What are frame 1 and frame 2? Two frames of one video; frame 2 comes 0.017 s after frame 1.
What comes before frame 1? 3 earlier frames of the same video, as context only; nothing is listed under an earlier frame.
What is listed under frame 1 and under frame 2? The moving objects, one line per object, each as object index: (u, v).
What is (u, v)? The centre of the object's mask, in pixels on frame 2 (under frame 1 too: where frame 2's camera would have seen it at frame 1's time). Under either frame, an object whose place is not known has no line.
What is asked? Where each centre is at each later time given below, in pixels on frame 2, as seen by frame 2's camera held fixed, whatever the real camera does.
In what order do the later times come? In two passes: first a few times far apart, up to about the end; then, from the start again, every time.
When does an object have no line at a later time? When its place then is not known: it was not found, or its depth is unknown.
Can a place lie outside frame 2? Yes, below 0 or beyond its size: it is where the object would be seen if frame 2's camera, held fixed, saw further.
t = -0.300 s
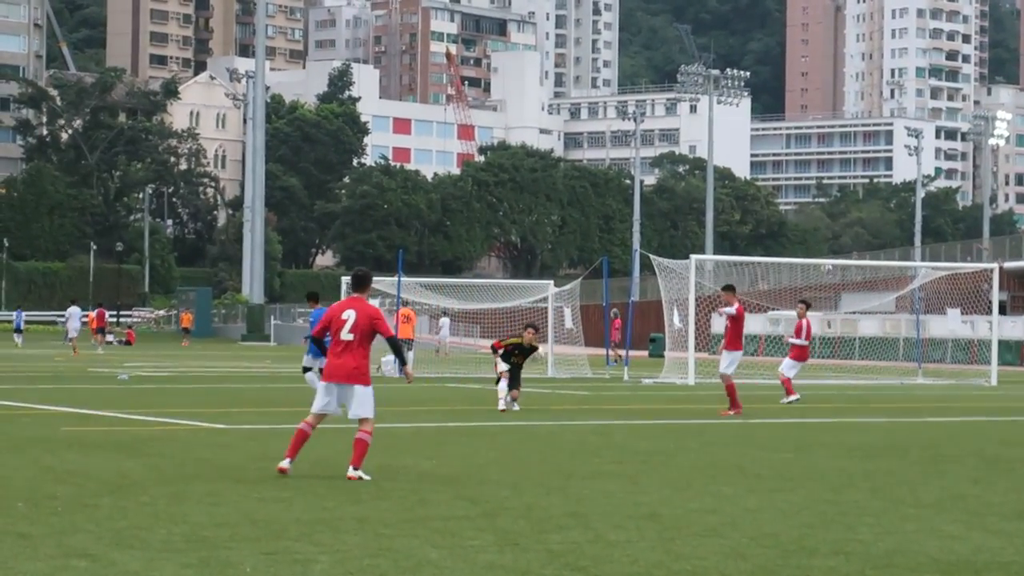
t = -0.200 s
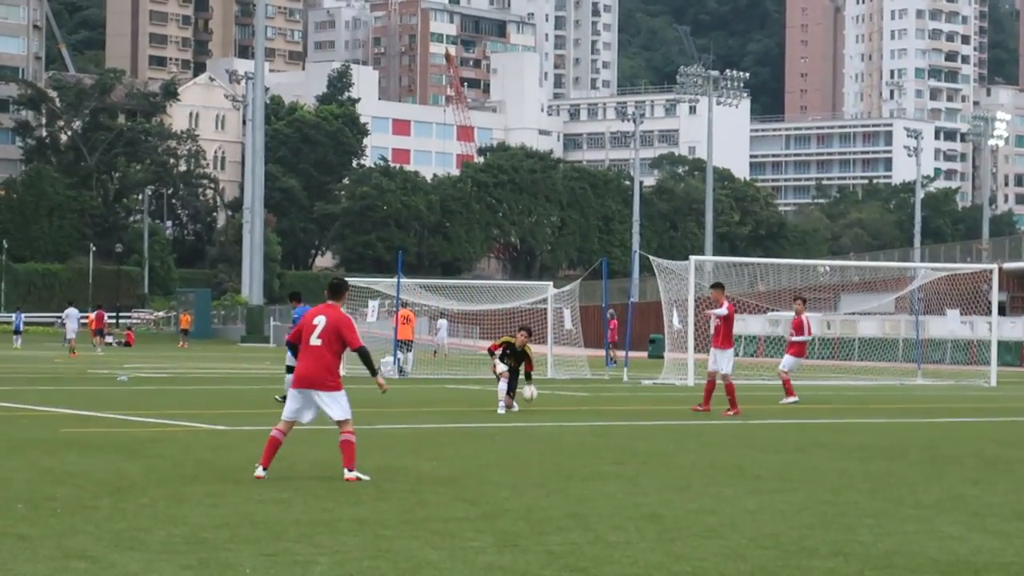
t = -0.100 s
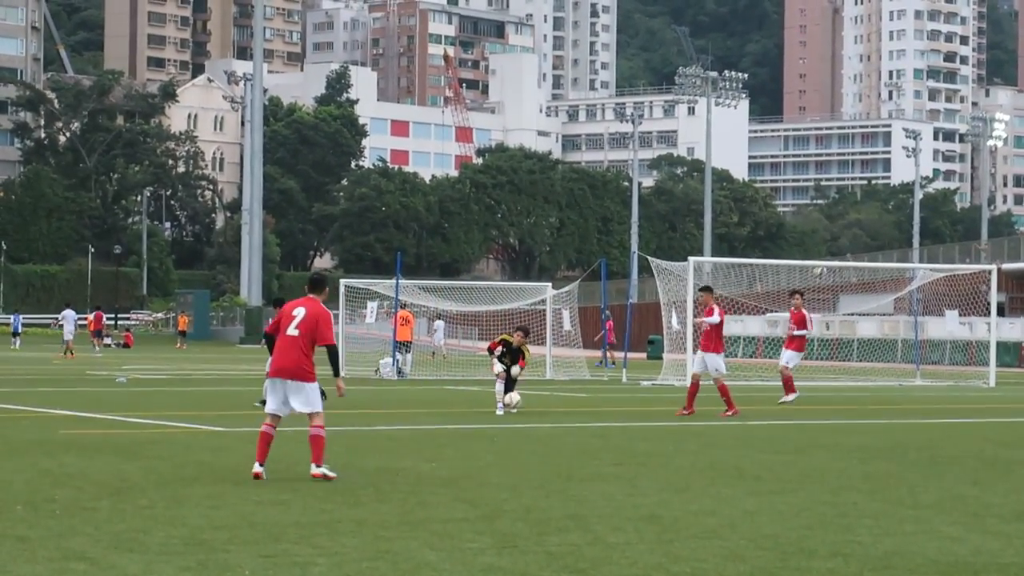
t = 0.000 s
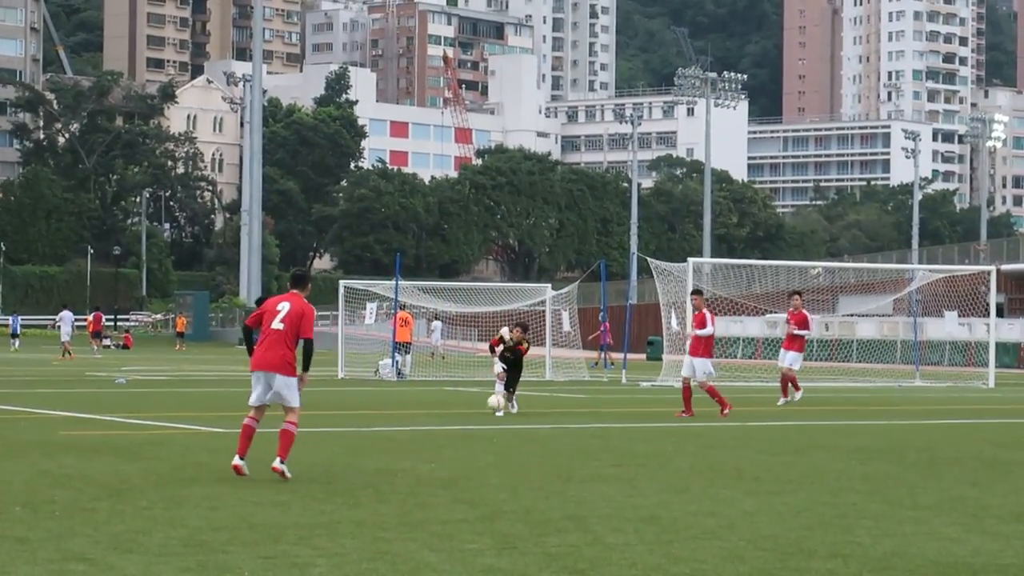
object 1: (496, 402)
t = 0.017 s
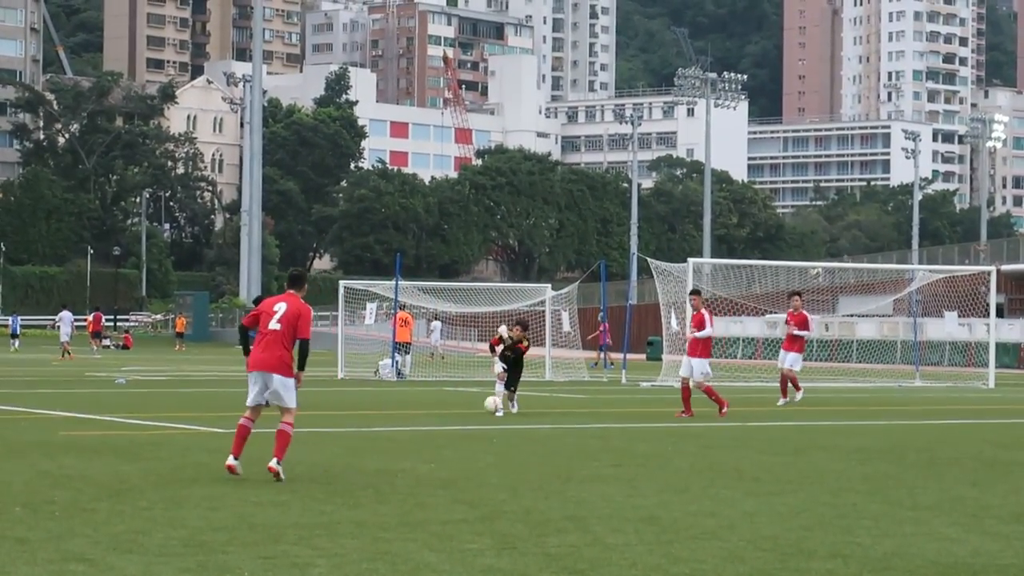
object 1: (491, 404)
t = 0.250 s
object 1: (455, 414)
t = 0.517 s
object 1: (419, 424)
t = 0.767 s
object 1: (385, 435)
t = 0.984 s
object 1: (354, 439)
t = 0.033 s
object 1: (489, 405)
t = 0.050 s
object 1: (487, 408)
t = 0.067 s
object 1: (484, 409)
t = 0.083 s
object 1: (480, 412)
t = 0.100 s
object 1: (477, 415)
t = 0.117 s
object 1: (474, 418)
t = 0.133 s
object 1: (472, 417)
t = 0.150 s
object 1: (470, 416)
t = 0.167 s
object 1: (467, 415)
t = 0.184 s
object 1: (465, 414)
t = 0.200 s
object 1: (463, 413)
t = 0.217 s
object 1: (460, 414)
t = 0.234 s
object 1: (457, 414)
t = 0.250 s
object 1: (455, 414)
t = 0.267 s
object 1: (453, 415)
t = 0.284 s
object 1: (450, 415)
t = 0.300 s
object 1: (448, 418)
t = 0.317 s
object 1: (445, 420)
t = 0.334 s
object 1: (442, 422)
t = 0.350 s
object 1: (440, 424)
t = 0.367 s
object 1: (437, 426)
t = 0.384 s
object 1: (435, 427)
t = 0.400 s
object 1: (434, 425)
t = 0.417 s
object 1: (432, 424)
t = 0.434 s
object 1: (430, 423)
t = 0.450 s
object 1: (428, 422)
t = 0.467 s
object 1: (425, 423)
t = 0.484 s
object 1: (423, 422)
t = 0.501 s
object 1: (421, 423)
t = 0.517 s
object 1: (419, 424)
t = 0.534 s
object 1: (417, 424)
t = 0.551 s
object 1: (414, 426)
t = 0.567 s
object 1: (412, 428)
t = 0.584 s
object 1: (409, 430)
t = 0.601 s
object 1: (407, 432)
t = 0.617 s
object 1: (405, 434)
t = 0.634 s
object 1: (403, 435)
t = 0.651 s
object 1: (400, 434)
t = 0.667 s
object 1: (398, 433)
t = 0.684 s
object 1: (396, 432)
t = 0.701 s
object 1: (394, 432)
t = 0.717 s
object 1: (392, 432)
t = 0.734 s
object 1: (390, 433)
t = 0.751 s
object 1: (387, 434)
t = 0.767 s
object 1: (385, 435)
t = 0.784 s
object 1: (383, 436)
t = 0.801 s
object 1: (381, 438)
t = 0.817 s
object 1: (379, 440)
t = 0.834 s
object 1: (375, 442)
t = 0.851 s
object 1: (373, 445)
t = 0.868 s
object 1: (371, 443)
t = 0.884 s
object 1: (369, 442)
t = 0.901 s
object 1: (366, 441)
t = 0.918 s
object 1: (363, 440)
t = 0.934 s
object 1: (361, 439)
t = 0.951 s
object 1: (359, 438)
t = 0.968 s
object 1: (357, 439)
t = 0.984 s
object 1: (354, 439)
